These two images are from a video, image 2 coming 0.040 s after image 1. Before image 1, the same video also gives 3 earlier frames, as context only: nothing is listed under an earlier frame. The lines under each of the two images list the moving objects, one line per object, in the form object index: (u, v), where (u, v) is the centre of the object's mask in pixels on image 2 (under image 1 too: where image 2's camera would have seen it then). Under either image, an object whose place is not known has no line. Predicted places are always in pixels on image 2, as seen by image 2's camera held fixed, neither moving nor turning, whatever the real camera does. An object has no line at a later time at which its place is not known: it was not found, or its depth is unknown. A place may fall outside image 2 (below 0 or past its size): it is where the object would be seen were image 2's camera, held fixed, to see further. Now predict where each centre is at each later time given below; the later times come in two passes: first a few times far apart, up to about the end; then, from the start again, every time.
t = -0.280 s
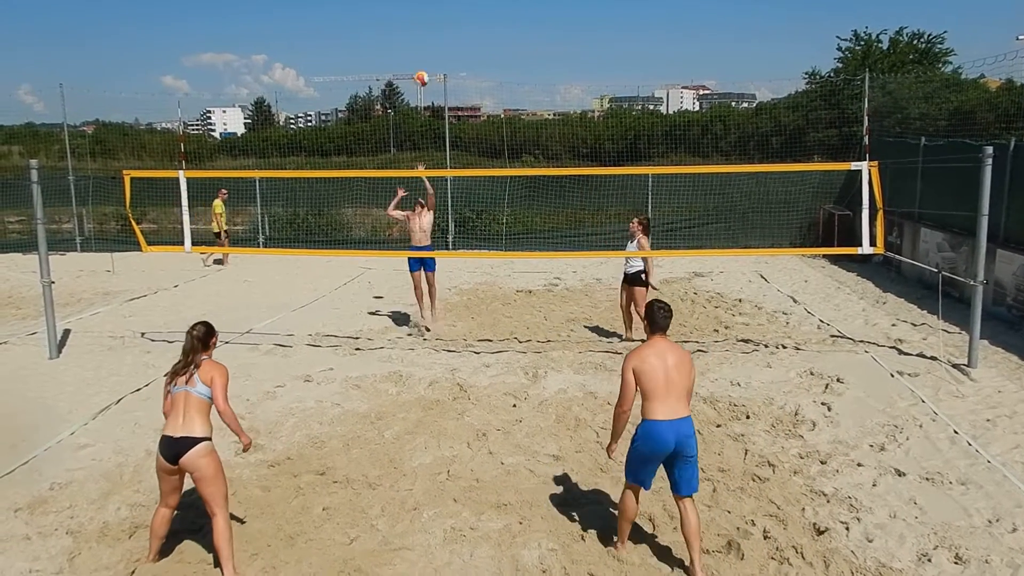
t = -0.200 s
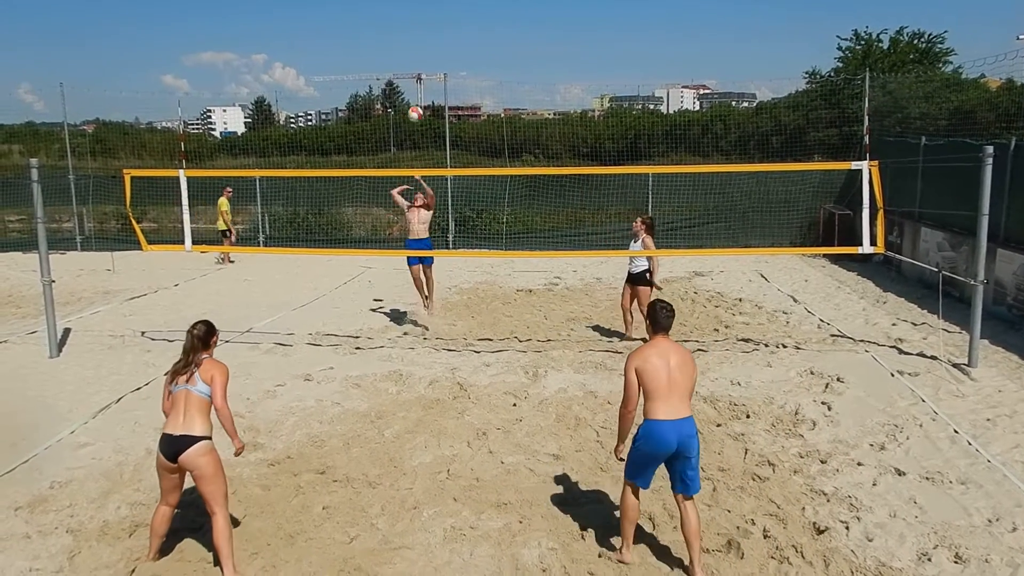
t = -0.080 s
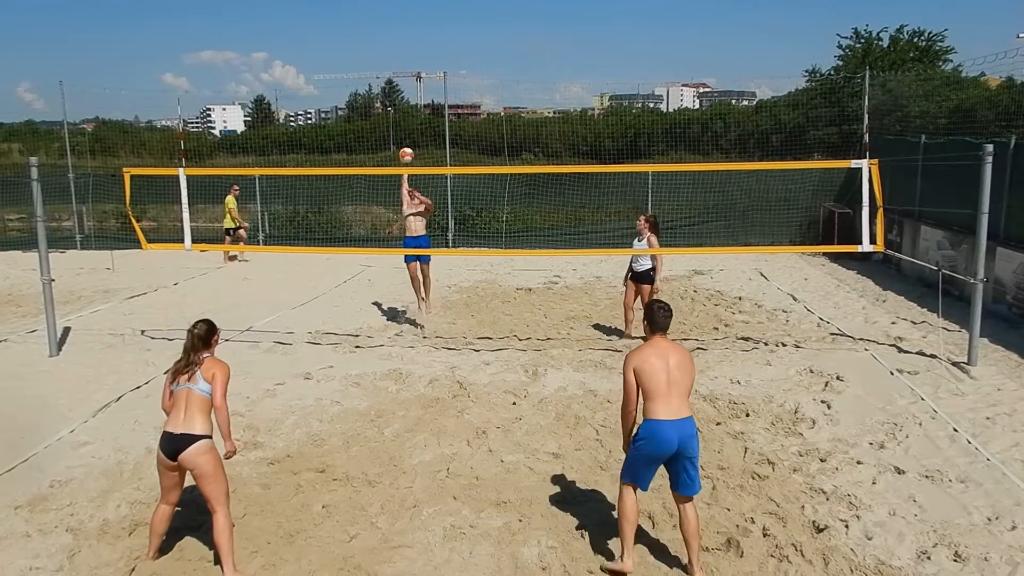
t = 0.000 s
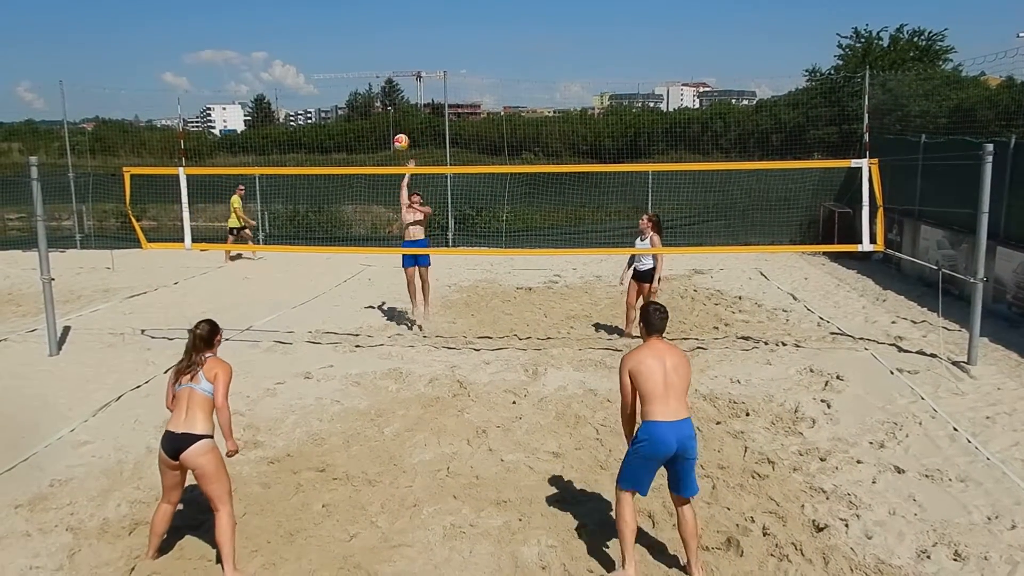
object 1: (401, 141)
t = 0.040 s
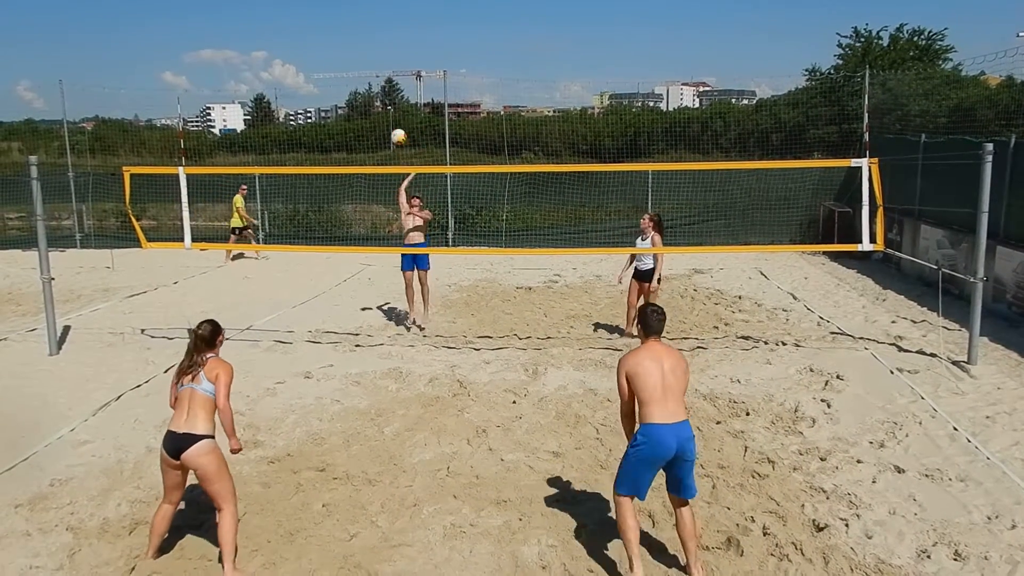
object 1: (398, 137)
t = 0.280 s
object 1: (384, 133)
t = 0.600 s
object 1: (364, 220)
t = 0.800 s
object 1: (354, 346)
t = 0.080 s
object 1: (396, 133)
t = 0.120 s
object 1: (393, 130)
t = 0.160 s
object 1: (391, 129)
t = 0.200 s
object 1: (389, 129)
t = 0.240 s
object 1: (386, 131)
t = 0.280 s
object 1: (384, 133)
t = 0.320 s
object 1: (381, 137)
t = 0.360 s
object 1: (379, 143)
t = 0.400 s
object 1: (376, 152)
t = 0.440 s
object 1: (374, 161)
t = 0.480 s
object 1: (371, 172)
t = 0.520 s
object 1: (369, 186)
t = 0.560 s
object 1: (366, 203)
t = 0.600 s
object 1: (364, 220)
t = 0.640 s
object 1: (362, 240)
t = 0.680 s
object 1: (360, 263)
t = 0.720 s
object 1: (357, 288)
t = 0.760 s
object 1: (356, 316)
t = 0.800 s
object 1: (354, 346)
